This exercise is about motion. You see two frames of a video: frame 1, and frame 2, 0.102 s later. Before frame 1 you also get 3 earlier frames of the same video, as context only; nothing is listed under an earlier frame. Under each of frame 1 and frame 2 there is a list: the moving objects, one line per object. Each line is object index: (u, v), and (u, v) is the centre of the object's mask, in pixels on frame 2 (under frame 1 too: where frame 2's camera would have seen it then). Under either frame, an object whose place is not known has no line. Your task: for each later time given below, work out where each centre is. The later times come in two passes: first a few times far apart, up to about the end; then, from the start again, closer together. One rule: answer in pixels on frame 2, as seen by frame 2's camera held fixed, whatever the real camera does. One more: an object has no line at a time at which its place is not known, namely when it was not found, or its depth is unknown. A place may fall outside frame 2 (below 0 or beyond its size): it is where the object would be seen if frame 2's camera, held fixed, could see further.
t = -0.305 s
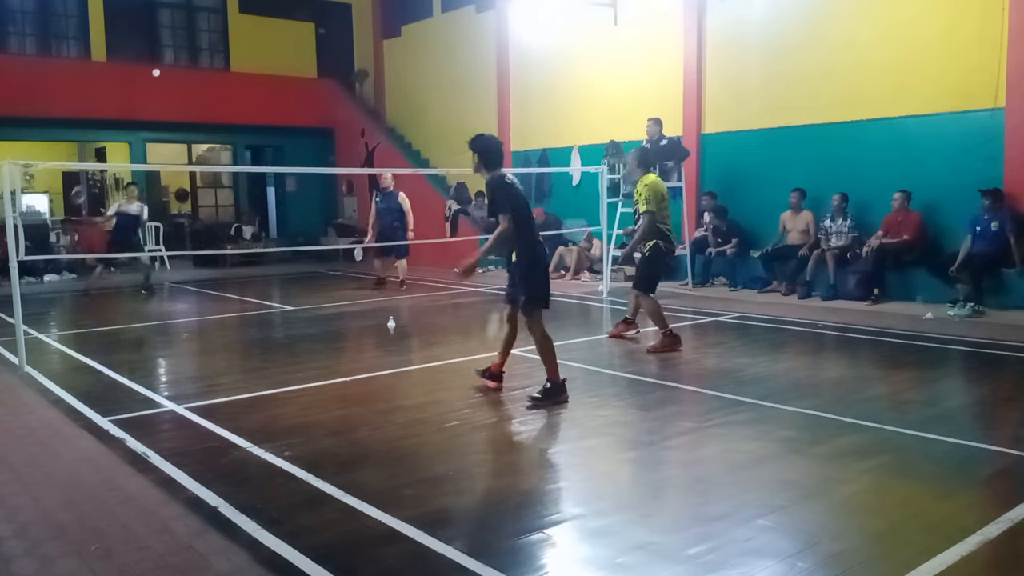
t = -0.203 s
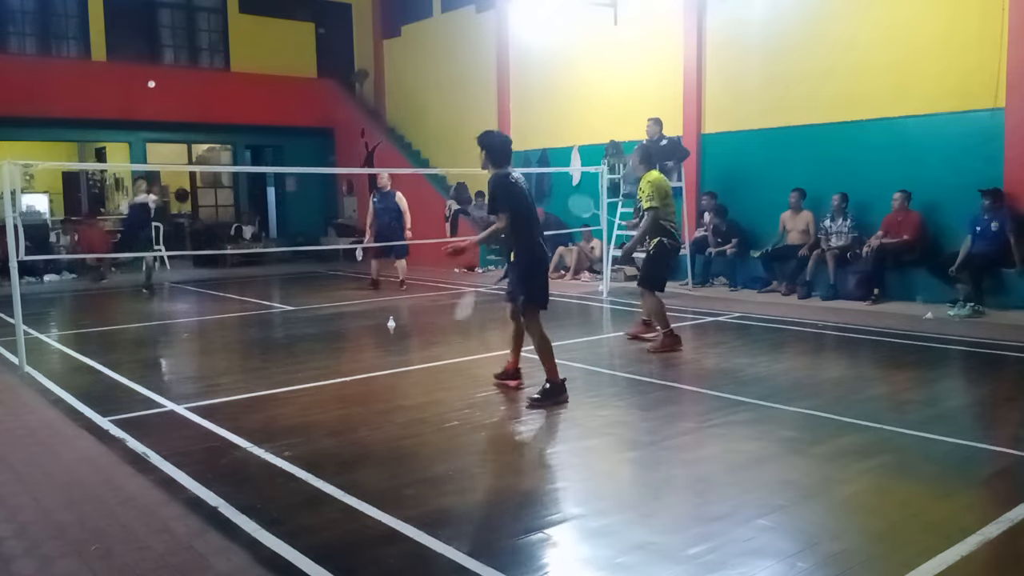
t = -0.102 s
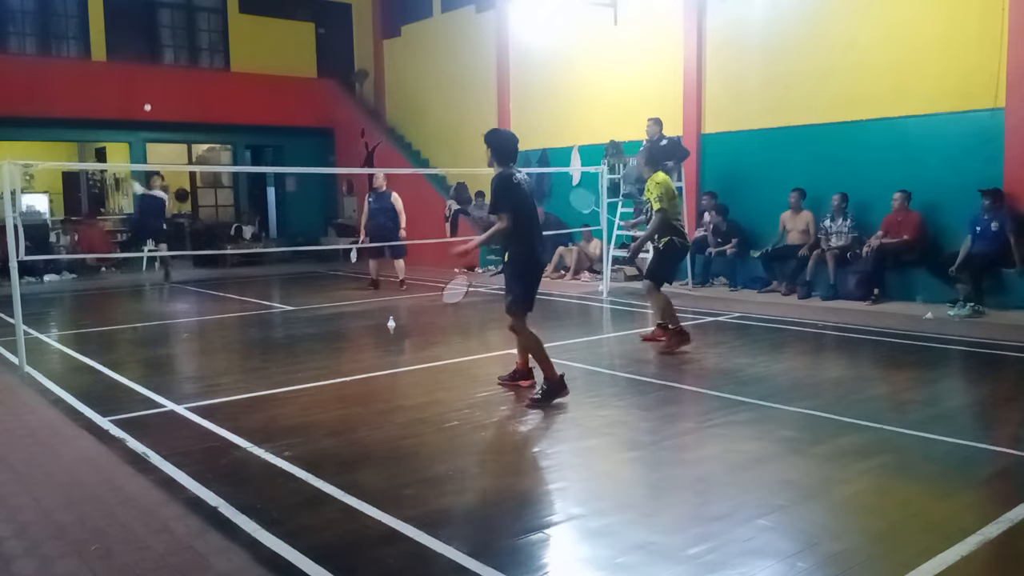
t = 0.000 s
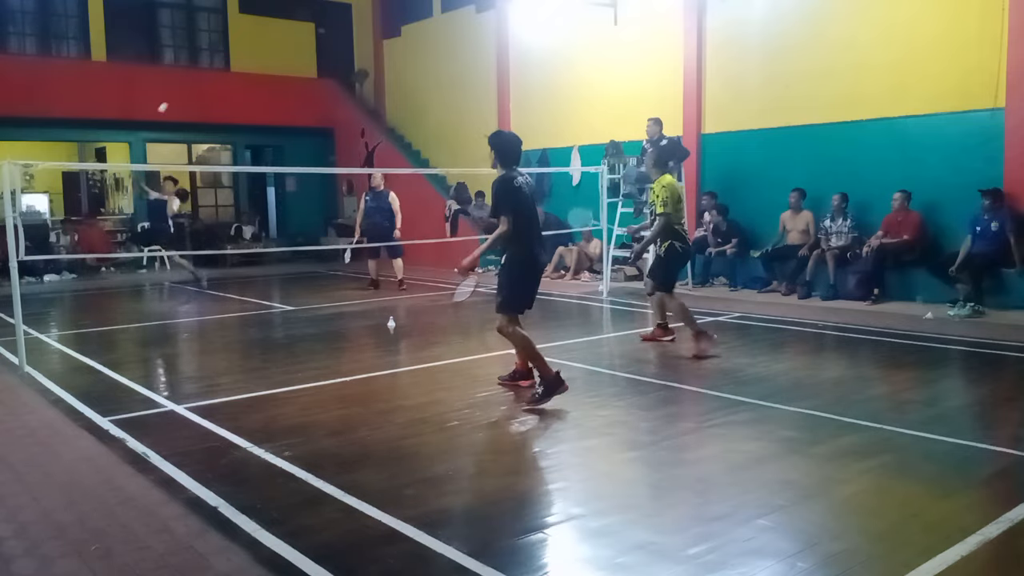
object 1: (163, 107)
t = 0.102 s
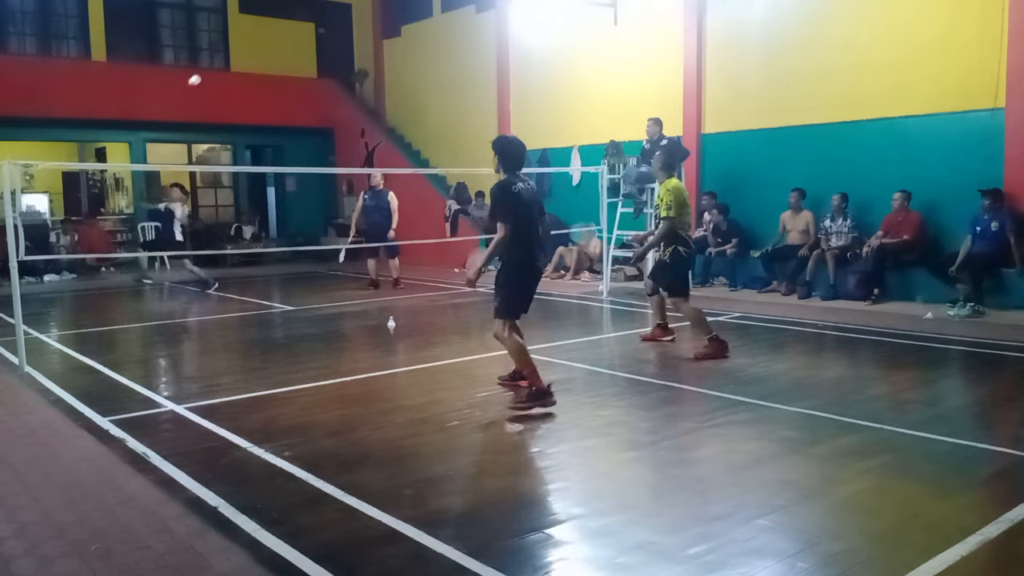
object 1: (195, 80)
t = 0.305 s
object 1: (244, 66)
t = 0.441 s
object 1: (273, 85)
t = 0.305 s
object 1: (244, 66)
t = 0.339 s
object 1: (251, 69)
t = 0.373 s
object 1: (258, 72)
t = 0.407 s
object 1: (266, 78)
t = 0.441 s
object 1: (273, 85)
